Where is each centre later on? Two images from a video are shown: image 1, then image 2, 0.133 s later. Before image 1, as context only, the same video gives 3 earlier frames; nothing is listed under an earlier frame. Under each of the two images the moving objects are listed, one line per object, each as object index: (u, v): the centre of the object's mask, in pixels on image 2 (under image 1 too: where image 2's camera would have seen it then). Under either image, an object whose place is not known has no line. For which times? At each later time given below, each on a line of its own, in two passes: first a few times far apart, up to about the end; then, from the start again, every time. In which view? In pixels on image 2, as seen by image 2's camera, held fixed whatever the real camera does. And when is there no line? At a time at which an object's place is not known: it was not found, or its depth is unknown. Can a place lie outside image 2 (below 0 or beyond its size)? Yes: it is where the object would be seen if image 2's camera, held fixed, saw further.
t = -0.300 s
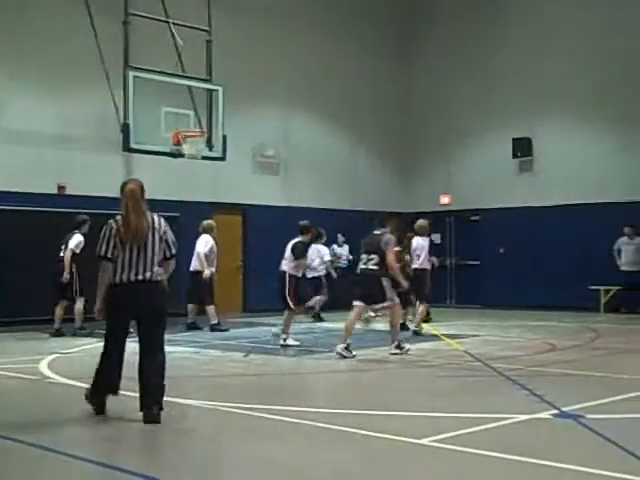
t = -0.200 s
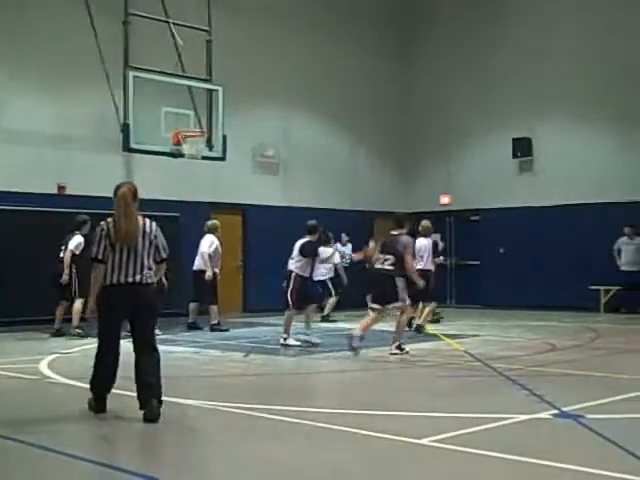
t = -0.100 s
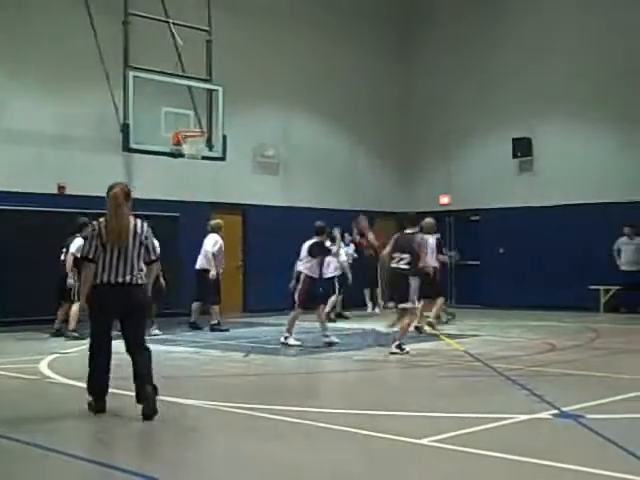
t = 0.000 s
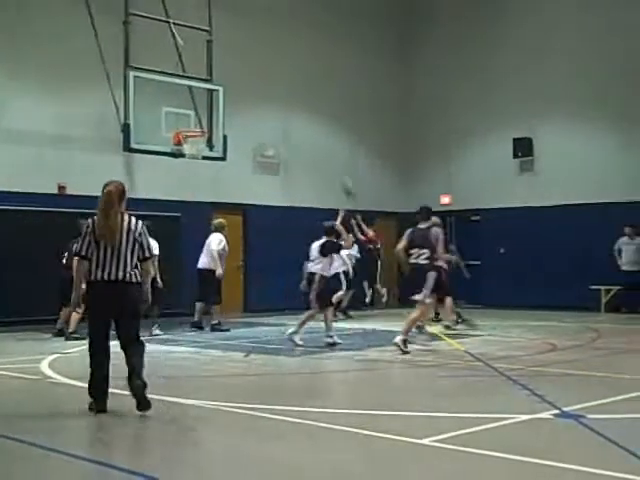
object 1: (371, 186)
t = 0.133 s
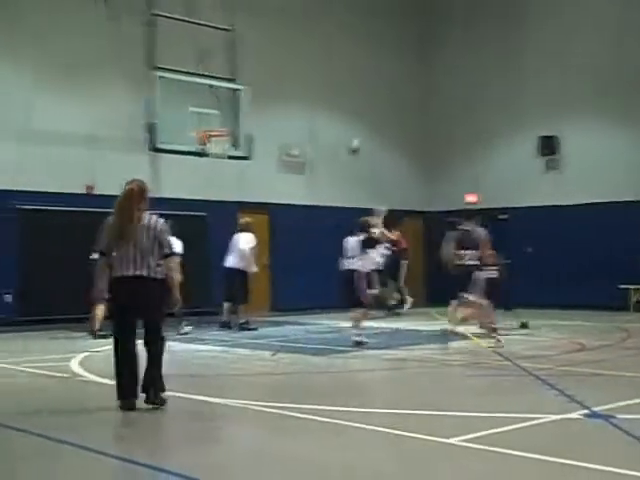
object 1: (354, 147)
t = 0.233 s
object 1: (340, 120)
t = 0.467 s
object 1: (300, 81)
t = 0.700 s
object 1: (261, 70)
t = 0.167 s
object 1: (348, 138)
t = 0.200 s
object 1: (344, 129)
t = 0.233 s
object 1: (340, 120)
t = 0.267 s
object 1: (334, 114)
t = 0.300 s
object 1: (329, 107)
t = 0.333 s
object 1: (322, 101)
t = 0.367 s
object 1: (316, 95)
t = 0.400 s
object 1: (311, 90)
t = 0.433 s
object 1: (306, 86)
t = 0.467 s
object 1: (300, 81)
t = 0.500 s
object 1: (294, 78)
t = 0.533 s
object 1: (289, 75)
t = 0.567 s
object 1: (284, 74)
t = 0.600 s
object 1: (278, 71)
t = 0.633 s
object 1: (272, 70)
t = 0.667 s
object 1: (266, 70)
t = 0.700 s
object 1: (261, 70)
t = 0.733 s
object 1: (255, 71)
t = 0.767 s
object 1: (248, 73)
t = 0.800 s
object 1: (242, 75)
